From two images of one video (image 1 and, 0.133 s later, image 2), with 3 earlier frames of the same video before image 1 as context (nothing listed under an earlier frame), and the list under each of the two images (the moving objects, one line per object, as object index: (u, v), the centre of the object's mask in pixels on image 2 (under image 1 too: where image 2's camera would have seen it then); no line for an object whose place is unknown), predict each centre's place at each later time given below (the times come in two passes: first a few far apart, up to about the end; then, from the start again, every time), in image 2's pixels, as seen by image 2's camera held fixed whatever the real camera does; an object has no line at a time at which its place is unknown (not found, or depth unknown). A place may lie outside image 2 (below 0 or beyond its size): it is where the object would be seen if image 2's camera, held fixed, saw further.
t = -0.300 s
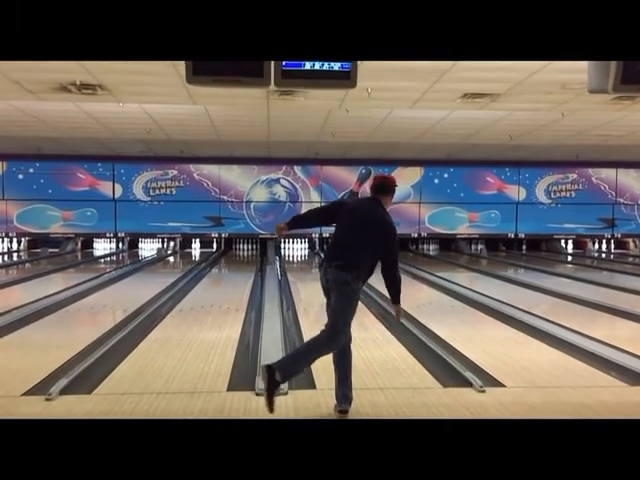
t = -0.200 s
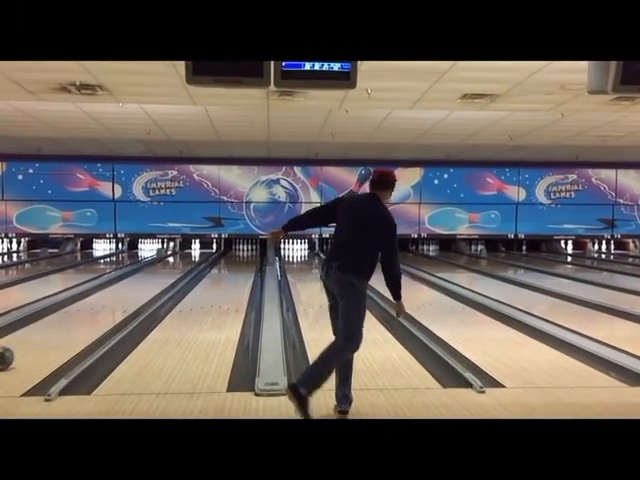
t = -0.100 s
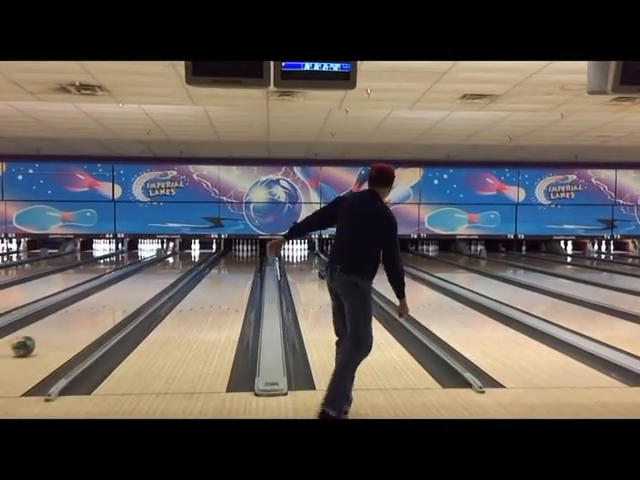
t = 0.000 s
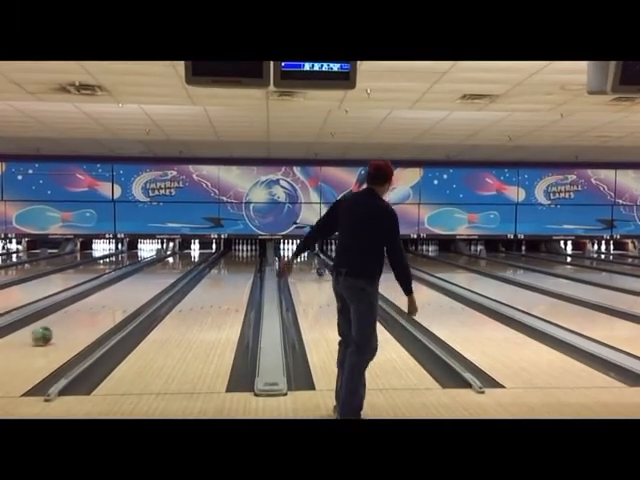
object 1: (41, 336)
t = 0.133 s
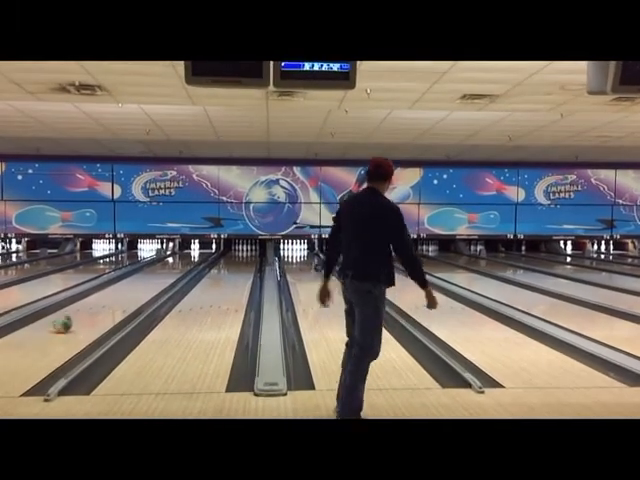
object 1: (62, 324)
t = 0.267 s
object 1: (79, 314)
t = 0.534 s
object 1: (107, 299)
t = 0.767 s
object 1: (125, 290)
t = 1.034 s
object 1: (141, 282)
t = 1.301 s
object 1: (154, 273)
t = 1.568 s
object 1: (164, 267)
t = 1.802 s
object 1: (171, 265)
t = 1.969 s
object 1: (175, 264)
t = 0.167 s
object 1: (67, 322)
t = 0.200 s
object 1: (71, 319)
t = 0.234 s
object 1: (76, 316)
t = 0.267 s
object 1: (79, 314)
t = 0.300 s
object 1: (83, 312)
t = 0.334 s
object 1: (87, 310)
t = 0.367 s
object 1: (90, 308)
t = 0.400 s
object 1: (94, 306)
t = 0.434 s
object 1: (97, 304)
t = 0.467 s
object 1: (100, 303)
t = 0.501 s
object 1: (103, 301)
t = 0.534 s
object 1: (107, 299)
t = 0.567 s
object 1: (109, 298)
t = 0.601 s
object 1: (112, 297)
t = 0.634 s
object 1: (115, 295)
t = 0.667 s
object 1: (117, 294)
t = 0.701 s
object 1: (120, 292)
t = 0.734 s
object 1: (123, 291)
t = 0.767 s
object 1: (125, 290)
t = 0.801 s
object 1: (127, 289)
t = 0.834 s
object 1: (129, 287)
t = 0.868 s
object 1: (131, 286)
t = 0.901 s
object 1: (133, 285)
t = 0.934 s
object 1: (135, 284)
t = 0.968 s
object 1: (137, 283)
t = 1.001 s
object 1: (138, 282)
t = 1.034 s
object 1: (141, 282)
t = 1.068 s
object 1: (142, 280)
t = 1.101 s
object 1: (144, 279)
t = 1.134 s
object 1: (145, 278)
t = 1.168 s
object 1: (148, 277)
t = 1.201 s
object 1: (149, 276)
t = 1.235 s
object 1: (150, 275)
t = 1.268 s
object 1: (151, 275)
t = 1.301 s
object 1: (154, 273)
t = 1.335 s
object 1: (155, 273)
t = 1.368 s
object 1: (156, 274)
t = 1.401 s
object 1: (156, 273)
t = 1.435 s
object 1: (158, 272)
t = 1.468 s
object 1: (160, 271)
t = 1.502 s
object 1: (160, 269)
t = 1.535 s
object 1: (162, 269)
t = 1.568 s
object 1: (164, 267)
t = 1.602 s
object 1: (166, 266)
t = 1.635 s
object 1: (166, 267)
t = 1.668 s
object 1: (166, 266)
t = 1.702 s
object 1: (168, 266)
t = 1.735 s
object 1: (168, 266)
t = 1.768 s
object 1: (170, 265)
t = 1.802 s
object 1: (171, 265)
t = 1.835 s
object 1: (172, 265)
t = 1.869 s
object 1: (173, 264)
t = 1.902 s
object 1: (173, 264)
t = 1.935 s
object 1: (174, 264)
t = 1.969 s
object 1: (175, 264)
